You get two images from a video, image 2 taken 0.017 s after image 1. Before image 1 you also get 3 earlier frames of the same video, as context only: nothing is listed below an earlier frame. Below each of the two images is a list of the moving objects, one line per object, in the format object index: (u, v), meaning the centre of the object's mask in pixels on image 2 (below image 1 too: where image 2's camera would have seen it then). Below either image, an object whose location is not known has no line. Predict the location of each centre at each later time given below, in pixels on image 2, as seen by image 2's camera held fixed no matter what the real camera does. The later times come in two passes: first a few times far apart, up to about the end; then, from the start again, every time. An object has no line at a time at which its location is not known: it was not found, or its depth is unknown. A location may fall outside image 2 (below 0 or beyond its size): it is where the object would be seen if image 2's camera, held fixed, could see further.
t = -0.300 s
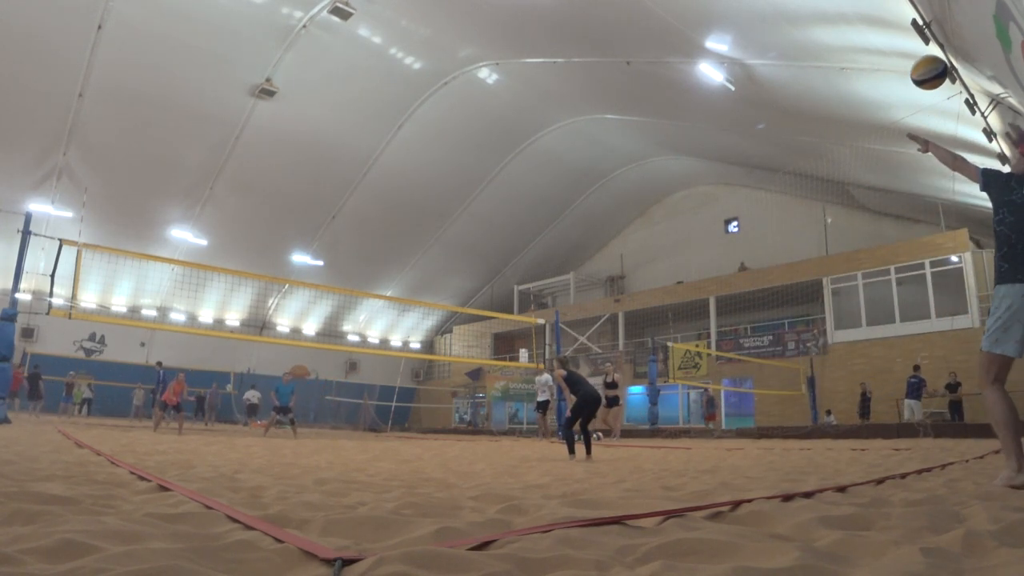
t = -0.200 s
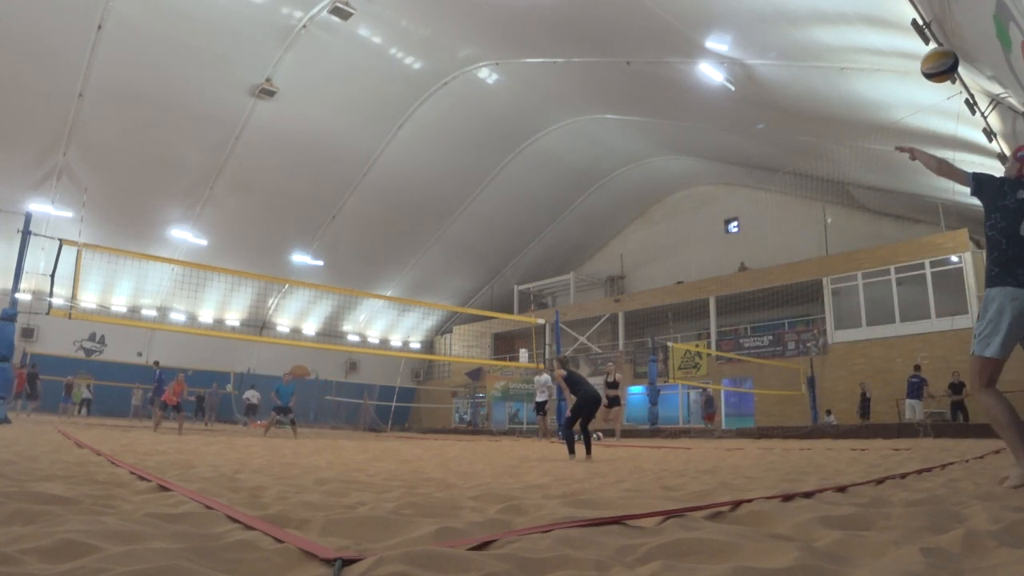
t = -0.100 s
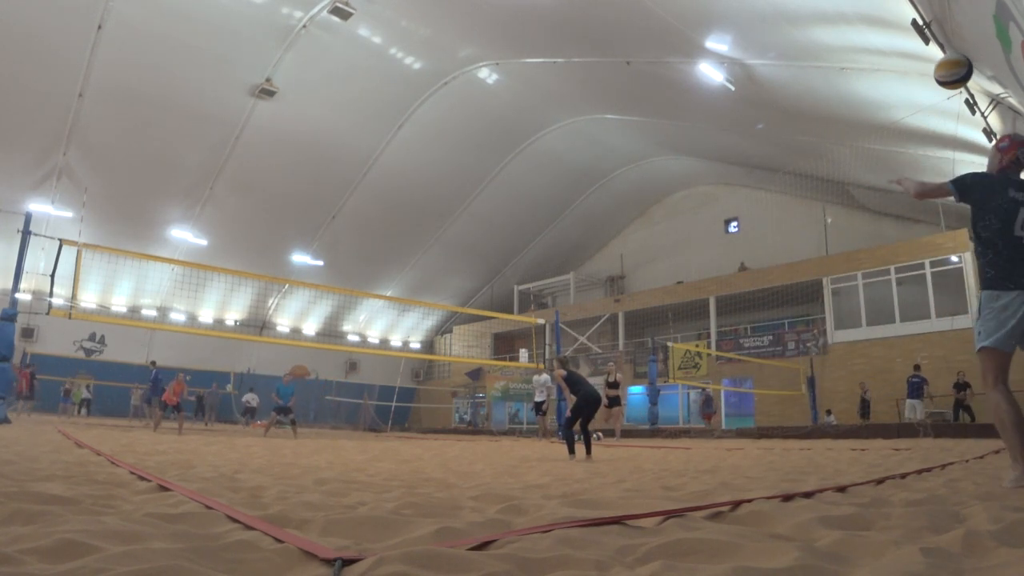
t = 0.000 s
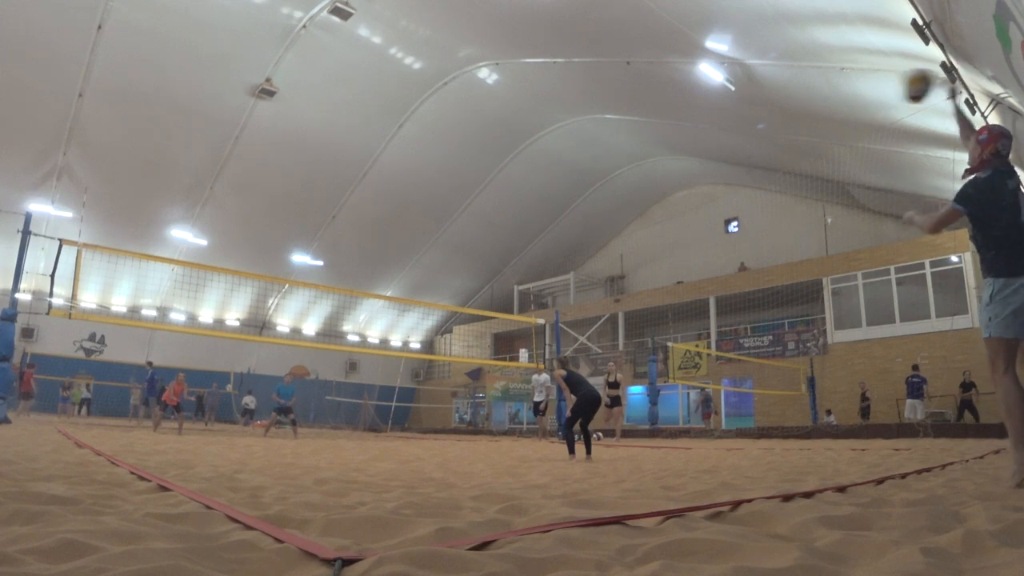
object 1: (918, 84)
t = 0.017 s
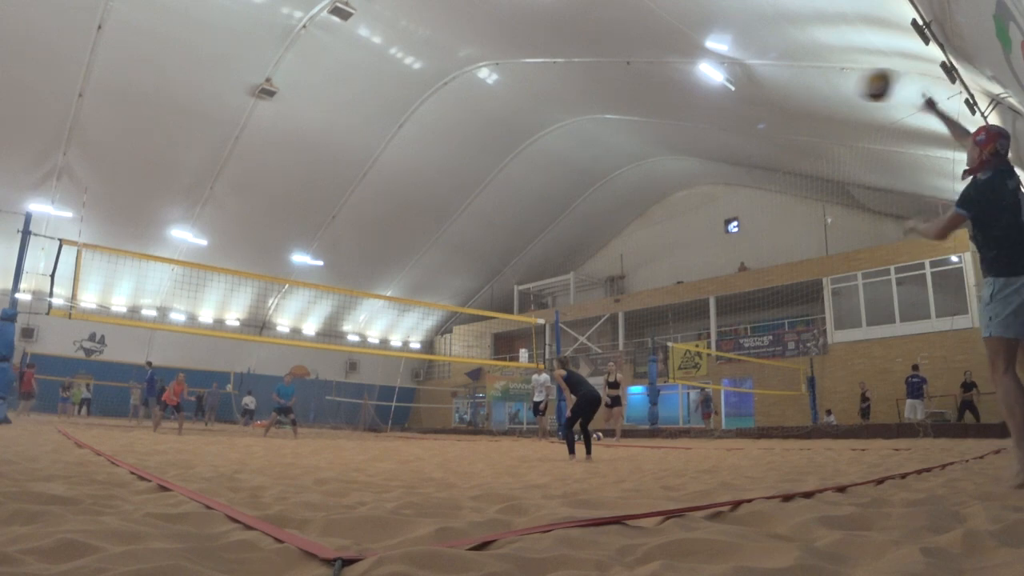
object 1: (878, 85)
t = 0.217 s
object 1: (554, 103)
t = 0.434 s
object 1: (386, 159)
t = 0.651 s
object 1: (292, 223)
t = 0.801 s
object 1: (250, 268)
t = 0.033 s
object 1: (841, 85)
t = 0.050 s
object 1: (805, 85)
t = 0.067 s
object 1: (773, 85)
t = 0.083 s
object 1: (742, 85)
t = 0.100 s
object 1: (715, 90)
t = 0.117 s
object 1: (685, 88)
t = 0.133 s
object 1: (660, 89)
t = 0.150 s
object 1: (636, 92)
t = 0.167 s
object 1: (614, 94)
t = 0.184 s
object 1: (593, 96)
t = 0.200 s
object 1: (573, 99)
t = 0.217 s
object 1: (554, 103)
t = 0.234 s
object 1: (537, 107)
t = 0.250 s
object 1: (521, 110)
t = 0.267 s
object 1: (505, 115)
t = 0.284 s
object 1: (490, 118)
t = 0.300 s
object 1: (476, 122)
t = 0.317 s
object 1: (462, 127)
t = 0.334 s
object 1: (450, 131)
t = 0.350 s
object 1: (438, 135)
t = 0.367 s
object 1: (426, 140)
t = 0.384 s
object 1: (415, 145)
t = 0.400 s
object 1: (405, 149)
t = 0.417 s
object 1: (395, 154)
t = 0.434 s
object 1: (386, 159)
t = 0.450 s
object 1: (377, 163)
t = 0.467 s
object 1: (369, 168)
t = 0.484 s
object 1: (361, 173)
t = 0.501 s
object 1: (353, 178)
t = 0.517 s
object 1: (344, 183)
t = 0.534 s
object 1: (337, 188)
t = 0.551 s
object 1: (330, 193)
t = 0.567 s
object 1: (323, 198)
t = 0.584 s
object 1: (317, 202)
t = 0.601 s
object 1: (310, 208)
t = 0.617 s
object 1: (304, 213)
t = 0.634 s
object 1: (298, 218)
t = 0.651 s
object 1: (292, 223)
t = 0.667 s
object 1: (287, 229)
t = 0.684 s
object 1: (281, 234)
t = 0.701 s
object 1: (276, 239)
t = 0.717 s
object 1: (272, 244)
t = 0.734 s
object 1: (267, 249)
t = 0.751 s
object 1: (262, 255)
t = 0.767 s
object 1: (258, 260)
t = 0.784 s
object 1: (254, 265)
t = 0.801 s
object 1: (250, 268)
